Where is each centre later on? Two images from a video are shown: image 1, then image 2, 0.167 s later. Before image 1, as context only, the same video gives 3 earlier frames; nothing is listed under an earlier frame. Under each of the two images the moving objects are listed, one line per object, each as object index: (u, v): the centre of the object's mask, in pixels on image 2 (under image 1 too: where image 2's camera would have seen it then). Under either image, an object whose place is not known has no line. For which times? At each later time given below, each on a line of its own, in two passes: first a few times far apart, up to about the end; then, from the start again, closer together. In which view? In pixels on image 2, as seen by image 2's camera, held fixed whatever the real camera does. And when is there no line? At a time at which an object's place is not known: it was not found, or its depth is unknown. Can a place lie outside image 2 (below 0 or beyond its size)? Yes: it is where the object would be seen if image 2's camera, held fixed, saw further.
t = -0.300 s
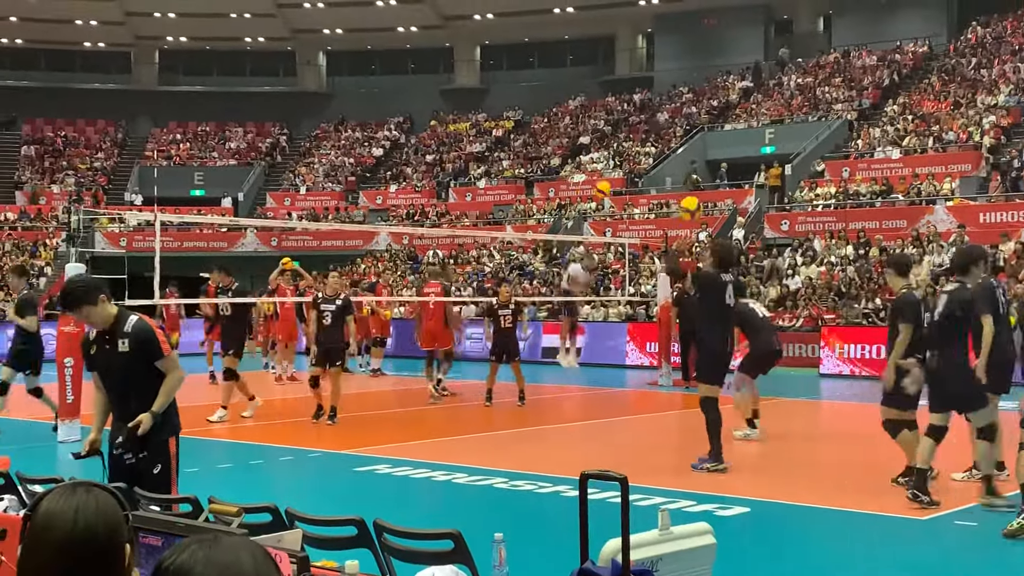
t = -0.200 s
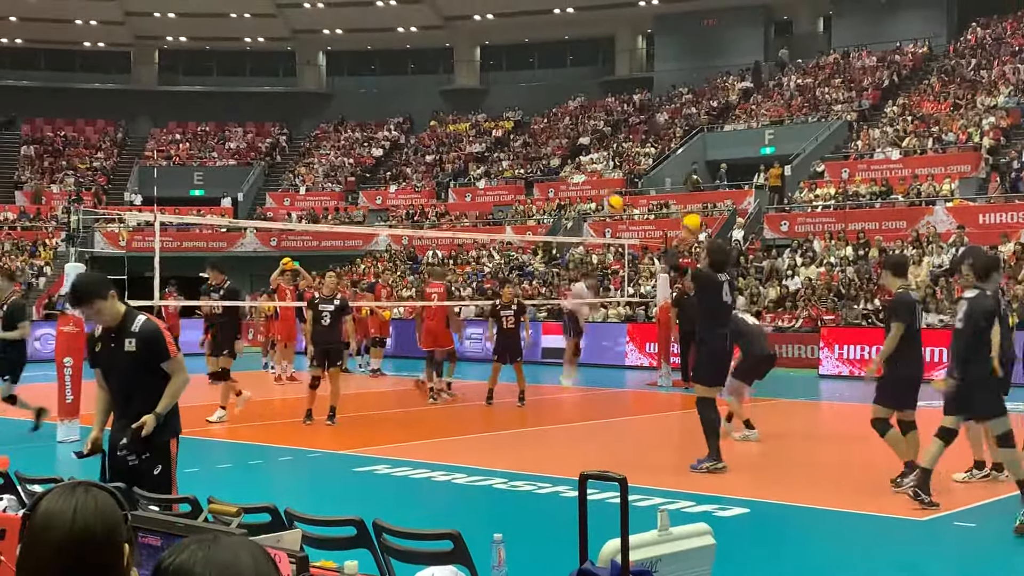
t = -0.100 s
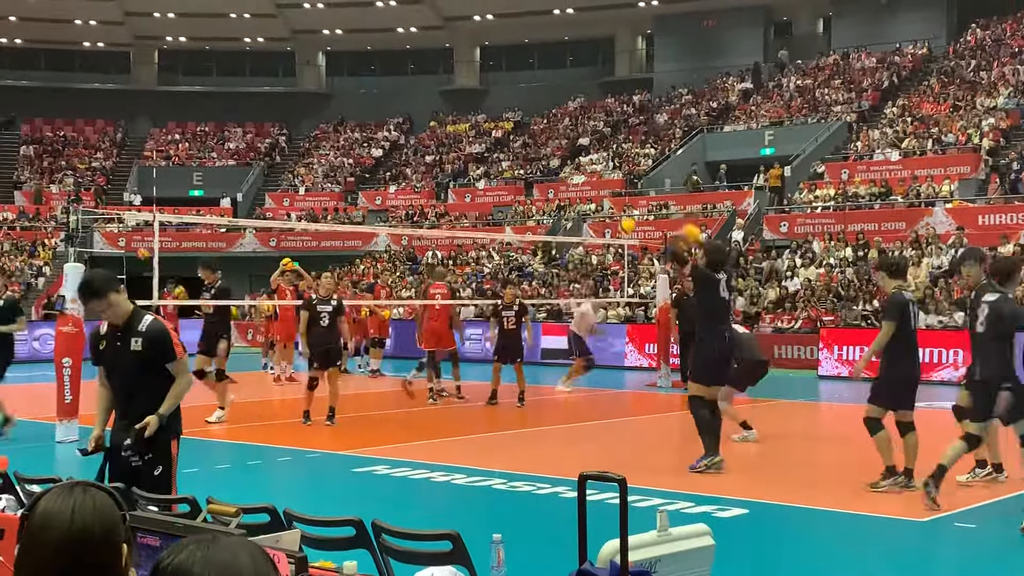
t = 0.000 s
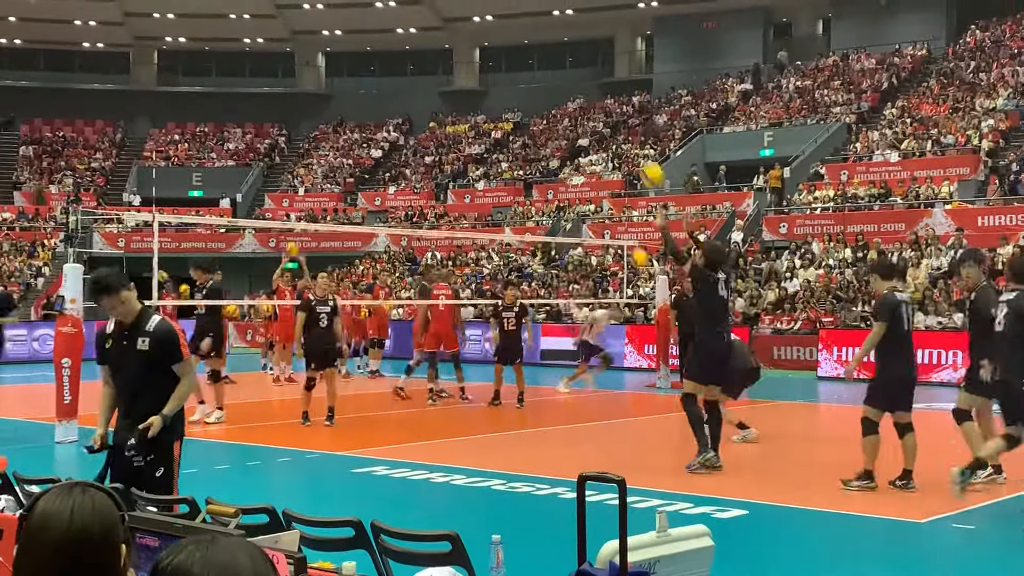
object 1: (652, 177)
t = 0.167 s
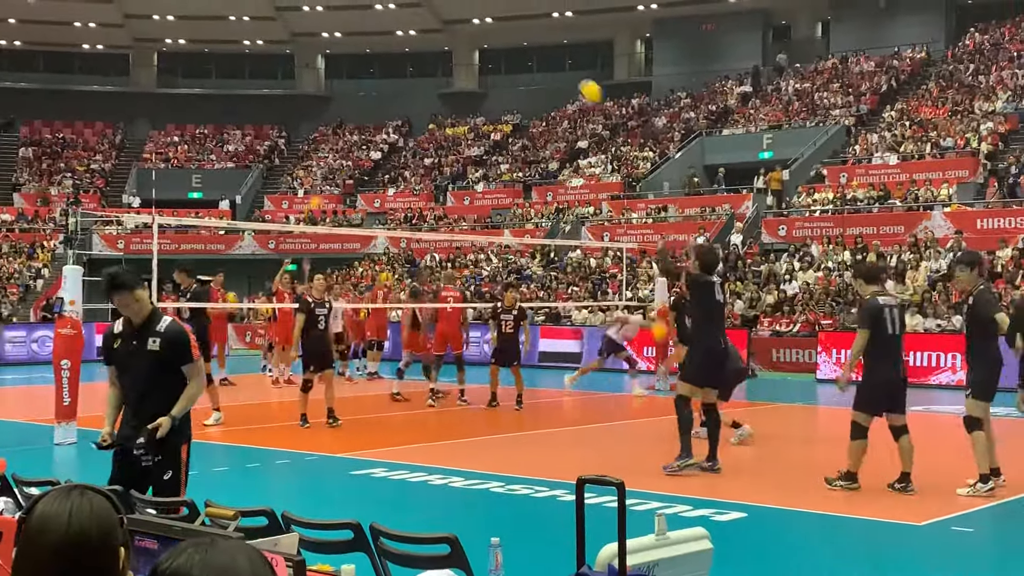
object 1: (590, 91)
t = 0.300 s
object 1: (546, 49)
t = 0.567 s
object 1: (466, 20)
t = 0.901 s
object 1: (381, 75)
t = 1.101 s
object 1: (337, 147)
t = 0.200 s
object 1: (579, 80)
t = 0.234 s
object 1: (568, 68)
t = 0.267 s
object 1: (557, 58)
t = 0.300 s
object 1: (546, 49)
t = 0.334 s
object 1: (535, 41)
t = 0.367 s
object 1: (525, 35)
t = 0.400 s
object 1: (515, 30)
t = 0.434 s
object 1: (505, 25)
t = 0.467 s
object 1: (495, 22)
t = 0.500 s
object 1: (486, 21)
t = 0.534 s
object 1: (476, 20)
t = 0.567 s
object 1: (466, 20)
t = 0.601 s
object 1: (457, 21)
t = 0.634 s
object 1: (448, 23)
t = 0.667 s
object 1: (440, 26)
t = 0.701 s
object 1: (431, 30)
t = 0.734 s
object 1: (422, 36)
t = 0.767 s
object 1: (414, 41)
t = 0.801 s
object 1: (406, 48)
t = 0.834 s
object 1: (397, 56)
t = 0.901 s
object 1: (381, 75)
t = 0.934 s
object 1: (373, 85)
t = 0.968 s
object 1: (366, 96)
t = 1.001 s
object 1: (358, 108)
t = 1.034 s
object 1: (351, 121)
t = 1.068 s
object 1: (344, 133)
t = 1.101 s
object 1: (337, 147)
